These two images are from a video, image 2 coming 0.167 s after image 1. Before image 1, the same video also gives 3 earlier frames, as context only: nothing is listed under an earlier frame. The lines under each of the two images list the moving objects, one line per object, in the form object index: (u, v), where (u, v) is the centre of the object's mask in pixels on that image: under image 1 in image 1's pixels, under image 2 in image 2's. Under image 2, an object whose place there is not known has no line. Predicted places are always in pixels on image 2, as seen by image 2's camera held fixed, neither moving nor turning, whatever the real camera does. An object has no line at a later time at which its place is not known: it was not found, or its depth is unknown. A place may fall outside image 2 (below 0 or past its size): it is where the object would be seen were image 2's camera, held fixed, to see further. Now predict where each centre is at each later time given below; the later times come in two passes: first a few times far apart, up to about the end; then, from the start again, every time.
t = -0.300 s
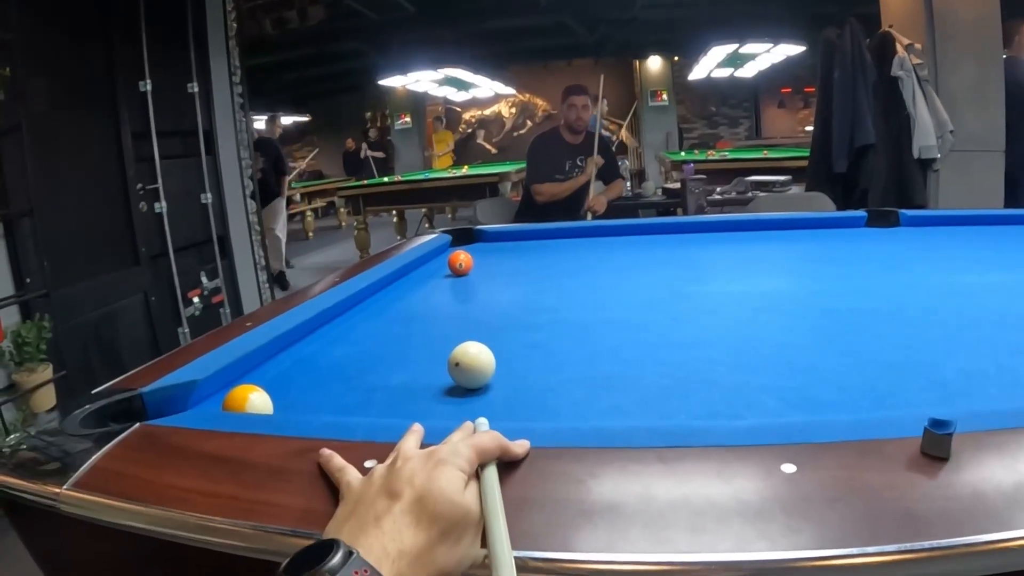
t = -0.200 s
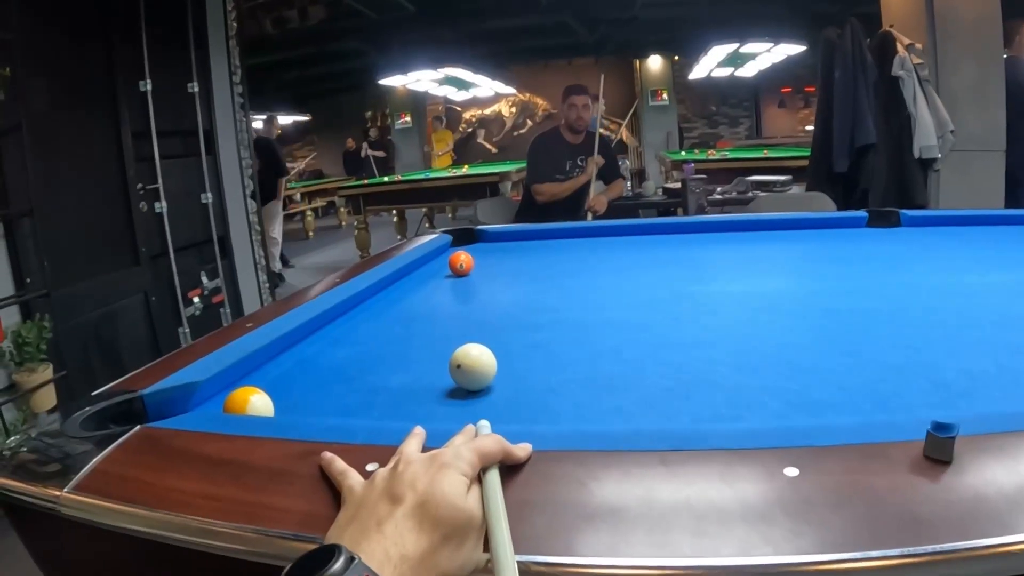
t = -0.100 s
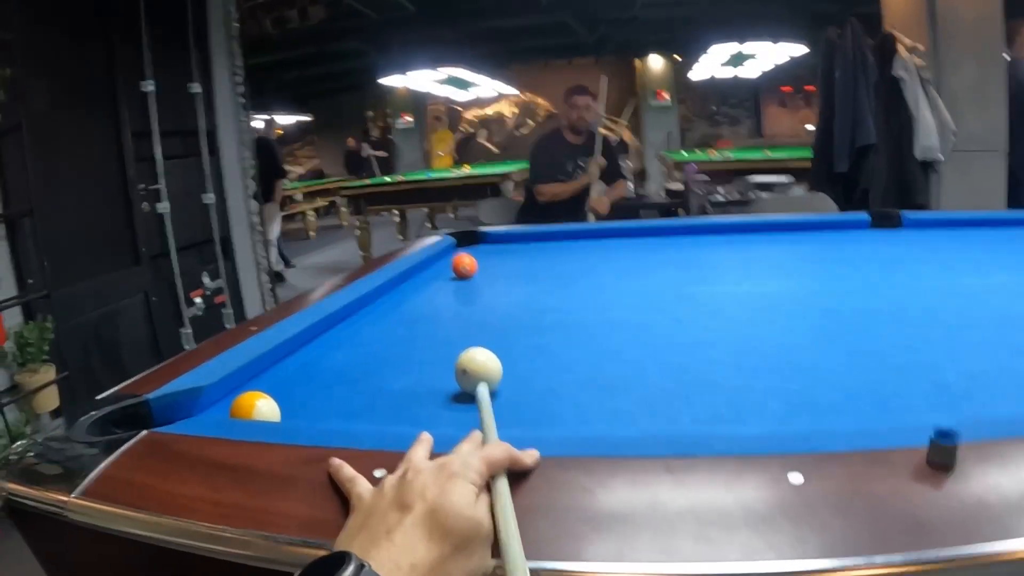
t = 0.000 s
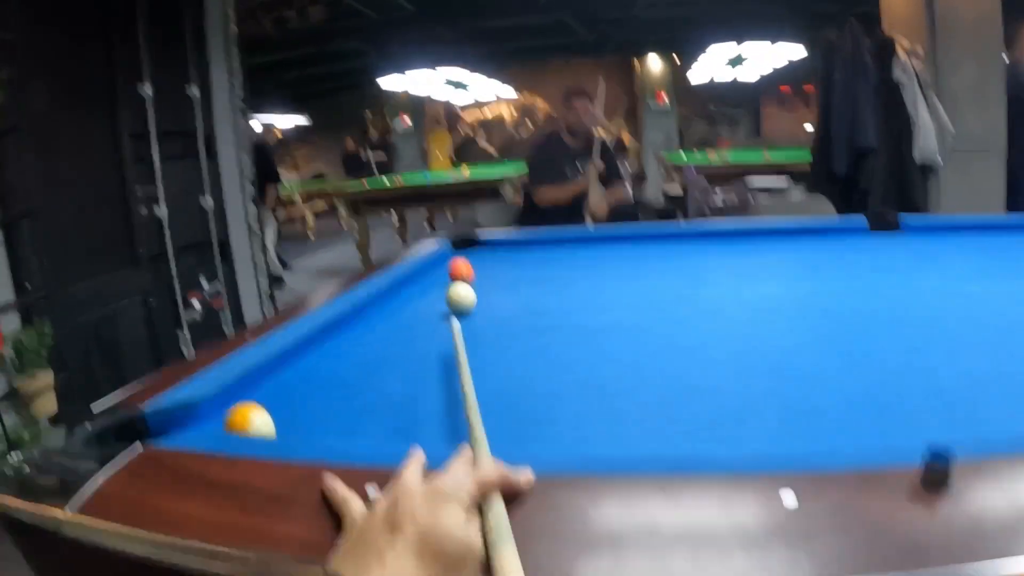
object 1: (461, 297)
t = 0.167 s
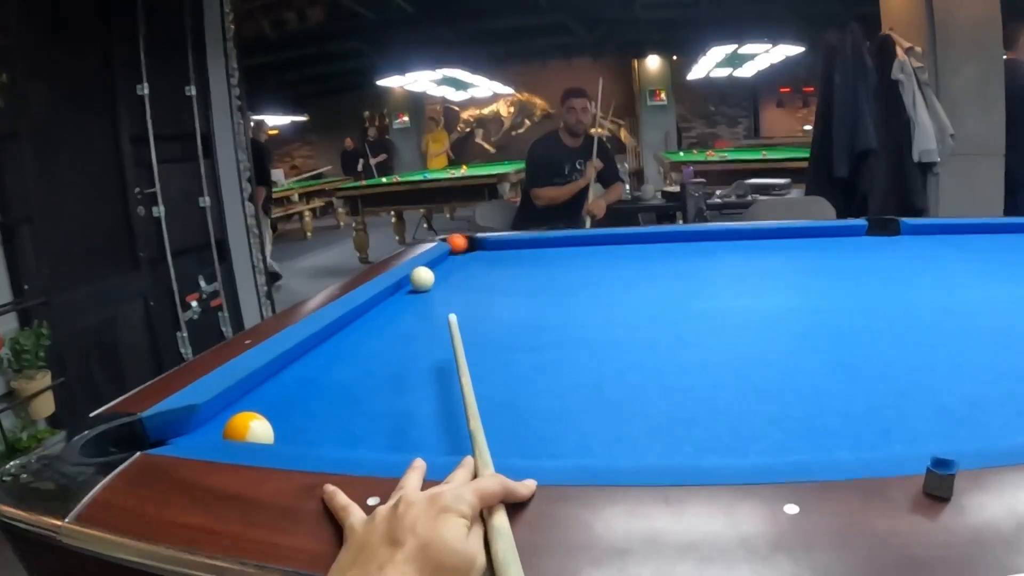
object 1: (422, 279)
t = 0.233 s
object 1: (428, 279)
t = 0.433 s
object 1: (478, 268)
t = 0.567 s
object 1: (503, 260)
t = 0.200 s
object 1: (418, 278)
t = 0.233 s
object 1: (428, 279)
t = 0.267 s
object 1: (437, 277)
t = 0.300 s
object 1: (446, 275)
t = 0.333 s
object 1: (454, 274)
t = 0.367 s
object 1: (462, 272)
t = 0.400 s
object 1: (470, 270)
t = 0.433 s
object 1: (478, 268)
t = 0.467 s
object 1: (485, 266)
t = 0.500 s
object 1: (491, 264)
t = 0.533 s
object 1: (497, 263)
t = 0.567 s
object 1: (503, 260)
